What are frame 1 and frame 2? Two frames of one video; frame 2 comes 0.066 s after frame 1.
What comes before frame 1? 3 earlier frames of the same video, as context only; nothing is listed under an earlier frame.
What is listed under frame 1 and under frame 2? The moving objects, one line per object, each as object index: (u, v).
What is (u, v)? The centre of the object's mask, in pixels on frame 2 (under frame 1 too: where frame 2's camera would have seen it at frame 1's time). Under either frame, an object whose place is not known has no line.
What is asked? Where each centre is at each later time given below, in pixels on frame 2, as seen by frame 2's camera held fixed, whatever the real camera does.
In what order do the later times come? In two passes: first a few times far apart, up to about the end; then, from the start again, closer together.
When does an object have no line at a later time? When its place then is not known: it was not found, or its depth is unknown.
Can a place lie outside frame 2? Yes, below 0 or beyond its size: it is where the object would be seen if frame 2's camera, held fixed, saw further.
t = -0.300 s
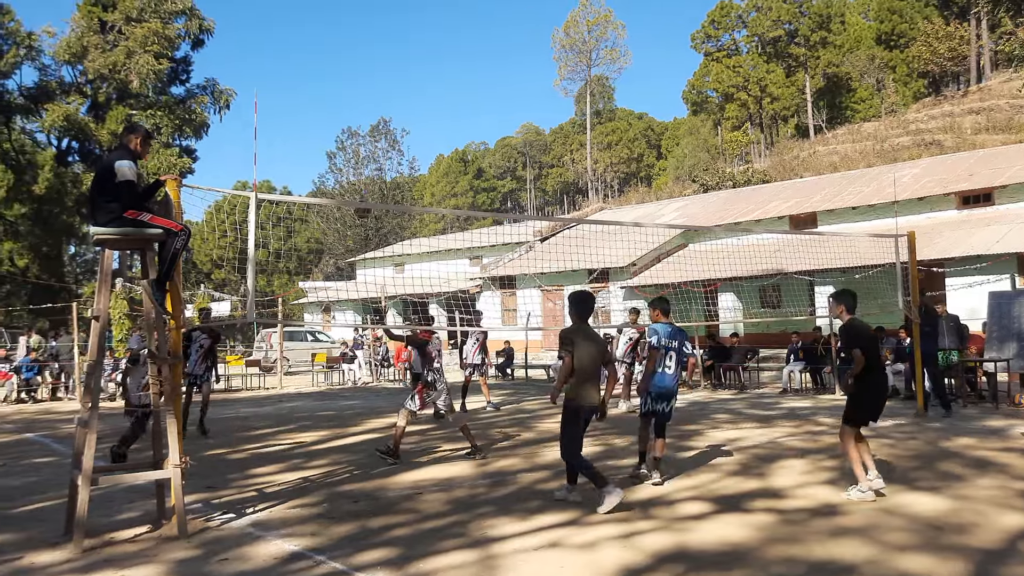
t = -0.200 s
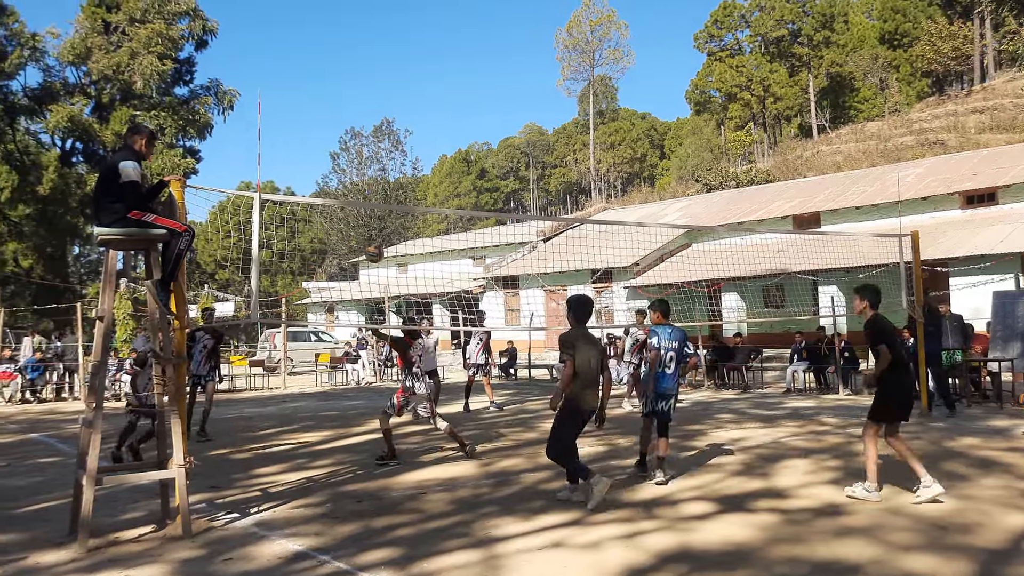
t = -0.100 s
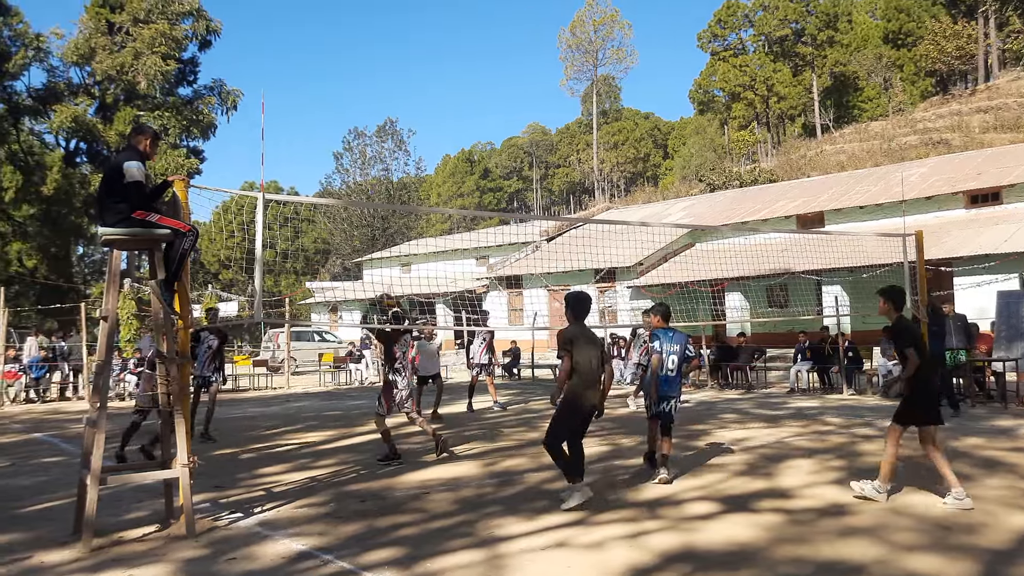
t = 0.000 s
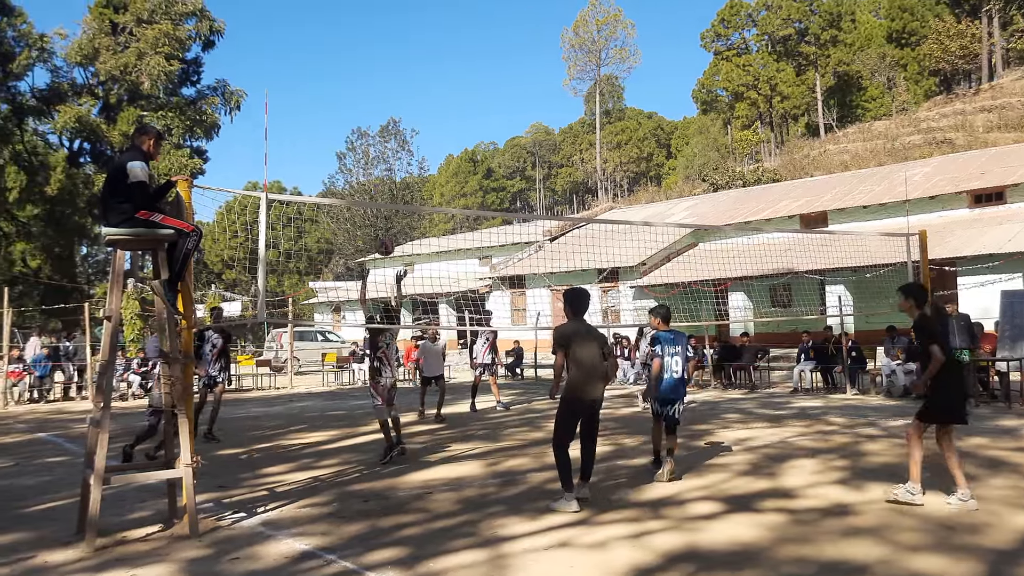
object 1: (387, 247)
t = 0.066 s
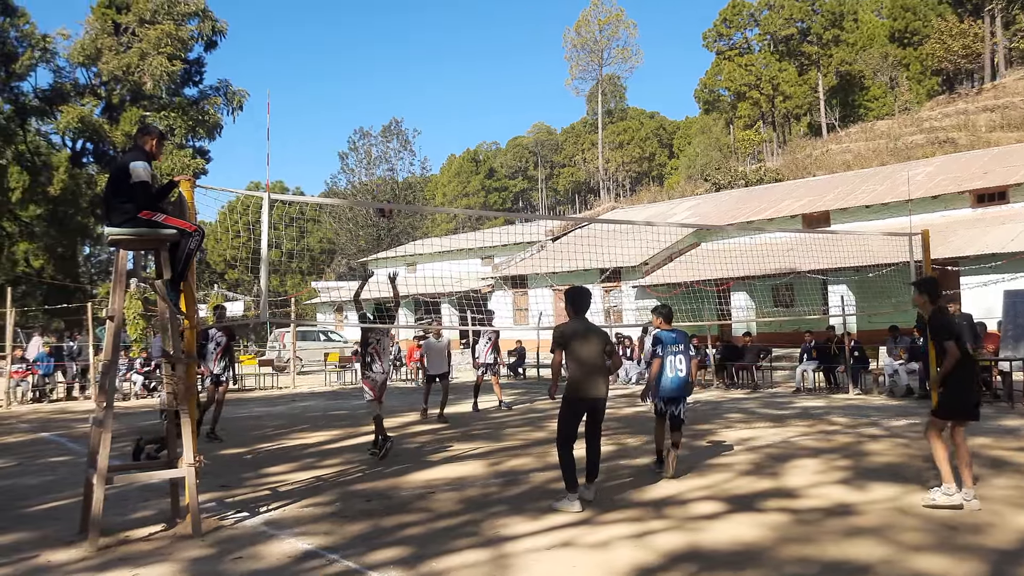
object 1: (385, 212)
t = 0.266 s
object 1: (380, 116)
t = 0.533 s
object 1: (376, 47)
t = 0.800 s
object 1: (374, 45)
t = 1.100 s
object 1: (374, 127)
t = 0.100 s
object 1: (384, 191)
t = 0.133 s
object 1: (383, 173)
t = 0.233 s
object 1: (380, 129)
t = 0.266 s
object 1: (380, 116)
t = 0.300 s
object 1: (379, 104)
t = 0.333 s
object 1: (379, 93)
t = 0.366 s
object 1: (378, 83)
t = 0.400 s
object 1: (377, 73)
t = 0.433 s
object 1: (377, 66)
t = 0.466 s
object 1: (376, 58)
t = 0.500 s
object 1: (376, 52)
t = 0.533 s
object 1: (376, 47)
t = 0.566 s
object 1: (375, 43)
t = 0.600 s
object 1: (375, 41)
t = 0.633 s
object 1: (375, 38)
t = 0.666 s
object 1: (375, 38)
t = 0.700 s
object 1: (374, 38)
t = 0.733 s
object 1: (374, 39)
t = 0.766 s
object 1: (374, 42)
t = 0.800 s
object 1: (374, 45)
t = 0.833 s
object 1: (373, 50)
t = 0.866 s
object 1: (373, 56)
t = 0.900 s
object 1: (373, 62)
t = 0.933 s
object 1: (373, 70)
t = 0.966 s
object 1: (373, 79)
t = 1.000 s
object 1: (373, 89)
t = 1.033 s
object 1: (374, 101)
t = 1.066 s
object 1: (373, 113)
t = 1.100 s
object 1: (374, 127)
